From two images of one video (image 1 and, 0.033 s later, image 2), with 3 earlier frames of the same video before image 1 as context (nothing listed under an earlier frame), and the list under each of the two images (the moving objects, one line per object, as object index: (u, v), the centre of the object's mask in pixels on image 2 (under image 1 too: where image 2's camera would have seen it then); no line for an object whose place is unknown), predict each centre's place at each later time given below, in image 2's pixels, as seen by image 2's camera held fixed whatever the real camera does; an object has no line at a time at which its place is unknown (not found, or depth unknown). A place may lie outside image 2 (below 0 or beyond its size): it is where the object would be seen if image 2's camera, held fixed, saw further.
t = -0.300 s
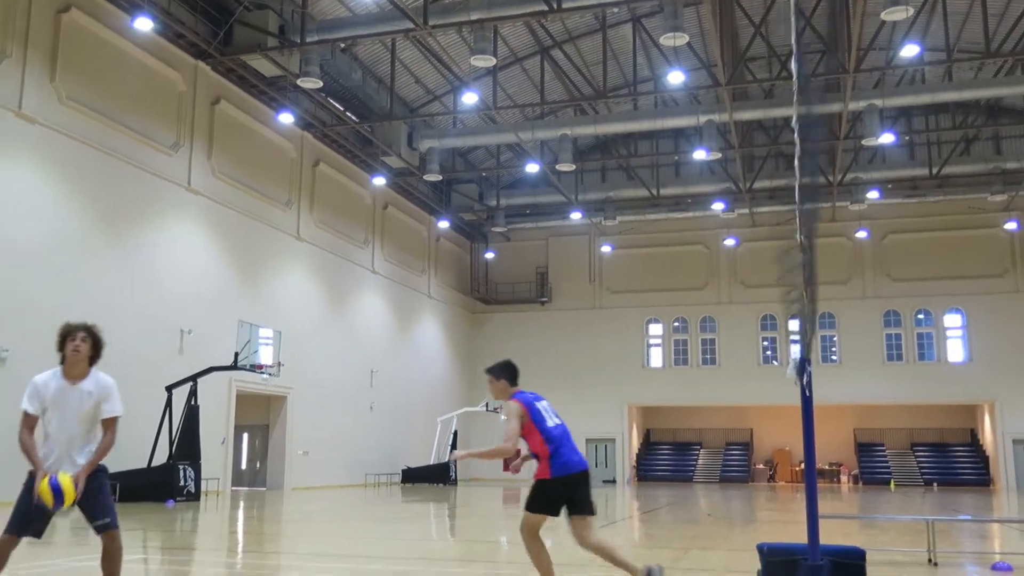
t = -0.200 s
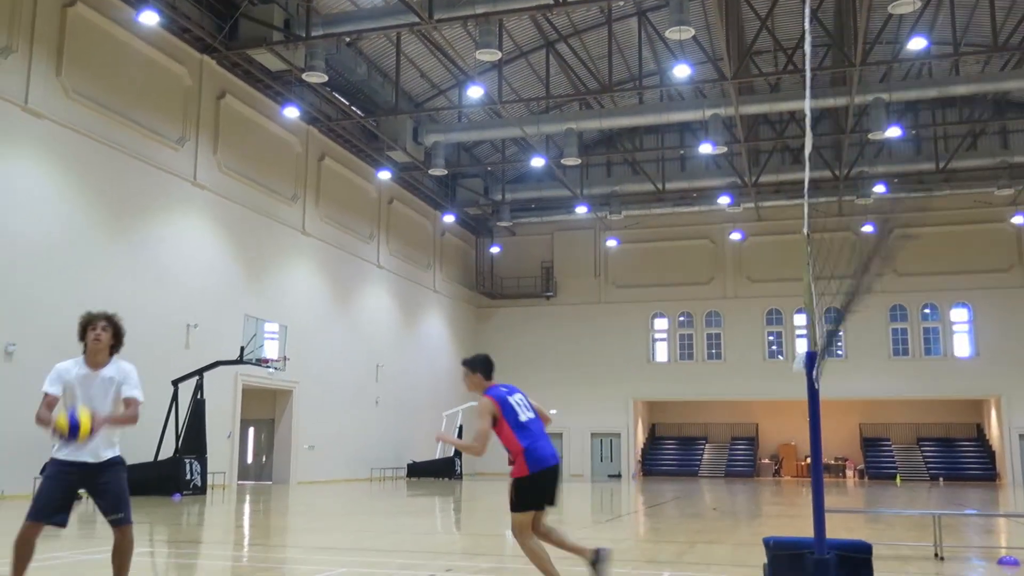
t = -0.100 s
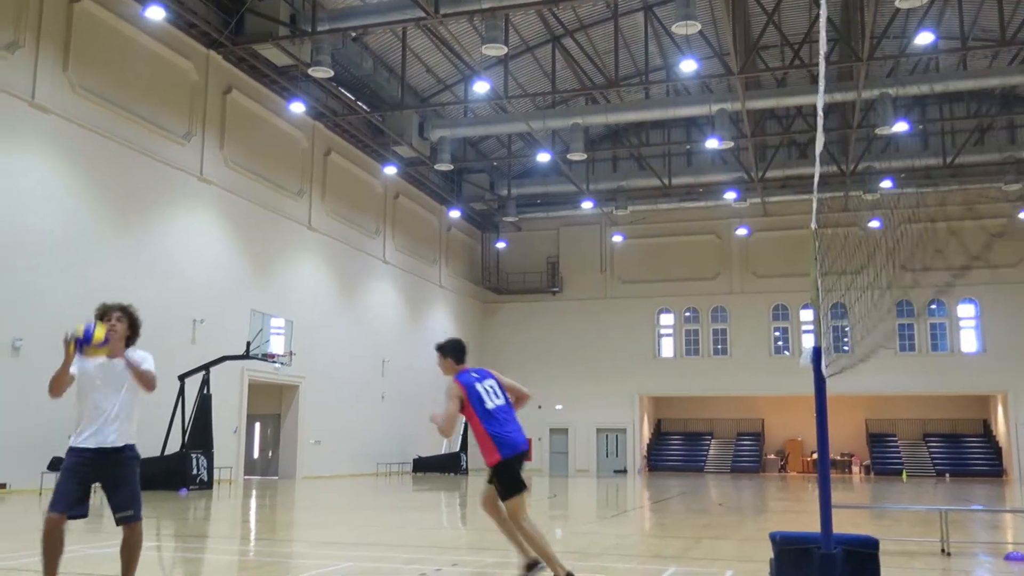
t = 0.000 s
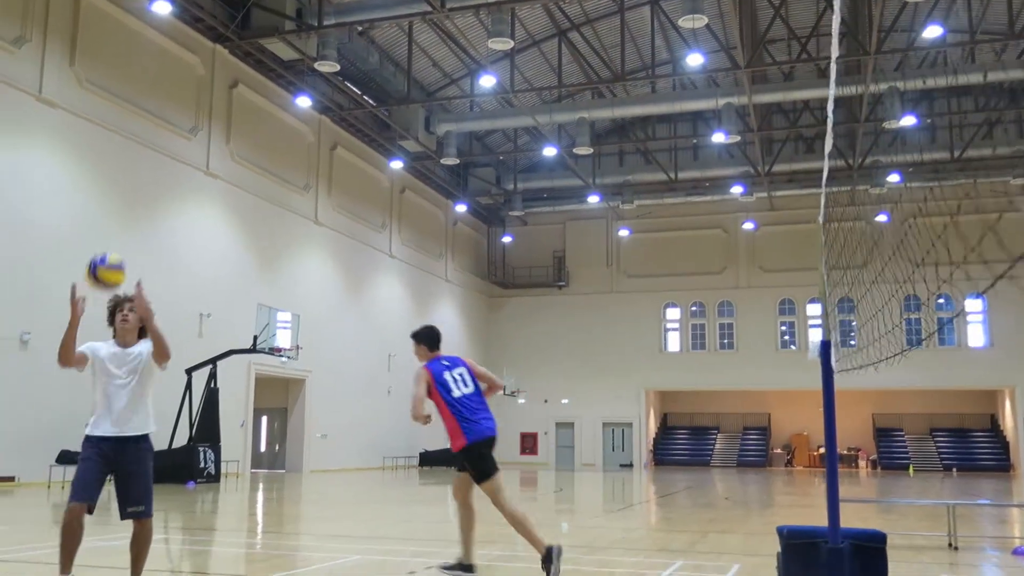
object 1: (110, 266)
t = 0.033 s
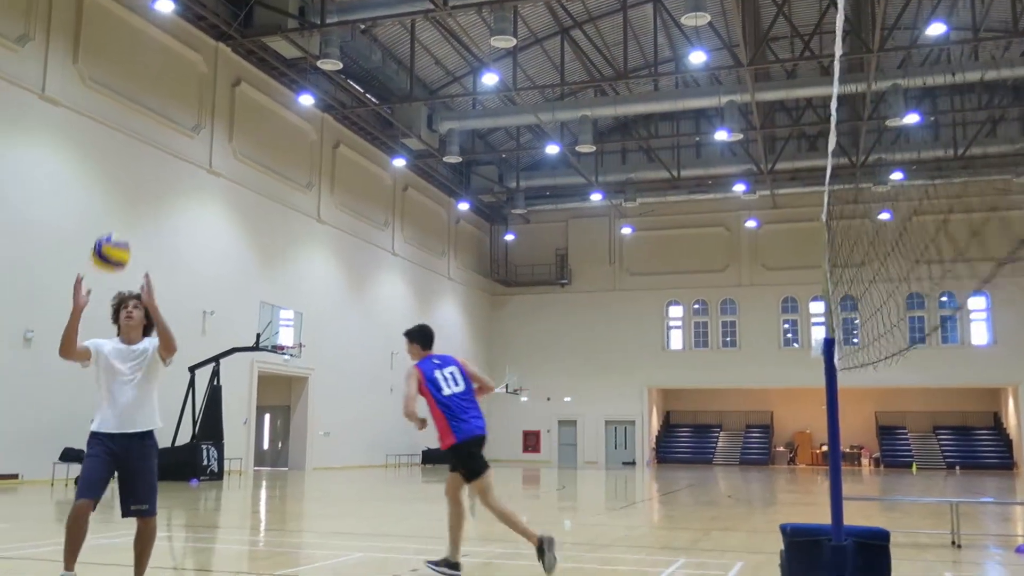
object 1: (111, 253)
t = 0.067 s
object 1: (112, 238)
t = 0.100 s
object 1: (111, 225)
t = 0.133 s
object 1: (112, 215)
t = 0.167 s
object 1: (112, 207)
